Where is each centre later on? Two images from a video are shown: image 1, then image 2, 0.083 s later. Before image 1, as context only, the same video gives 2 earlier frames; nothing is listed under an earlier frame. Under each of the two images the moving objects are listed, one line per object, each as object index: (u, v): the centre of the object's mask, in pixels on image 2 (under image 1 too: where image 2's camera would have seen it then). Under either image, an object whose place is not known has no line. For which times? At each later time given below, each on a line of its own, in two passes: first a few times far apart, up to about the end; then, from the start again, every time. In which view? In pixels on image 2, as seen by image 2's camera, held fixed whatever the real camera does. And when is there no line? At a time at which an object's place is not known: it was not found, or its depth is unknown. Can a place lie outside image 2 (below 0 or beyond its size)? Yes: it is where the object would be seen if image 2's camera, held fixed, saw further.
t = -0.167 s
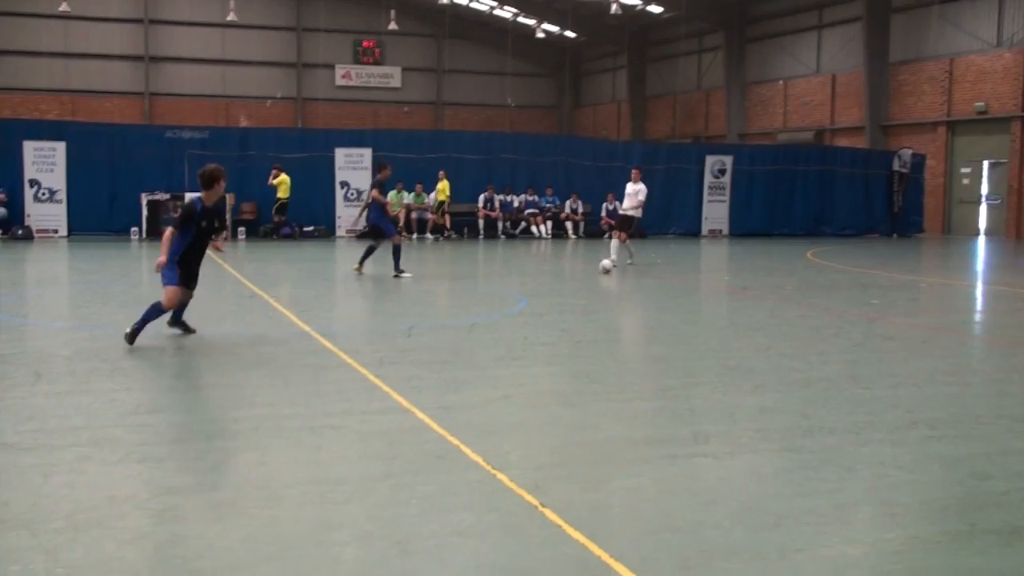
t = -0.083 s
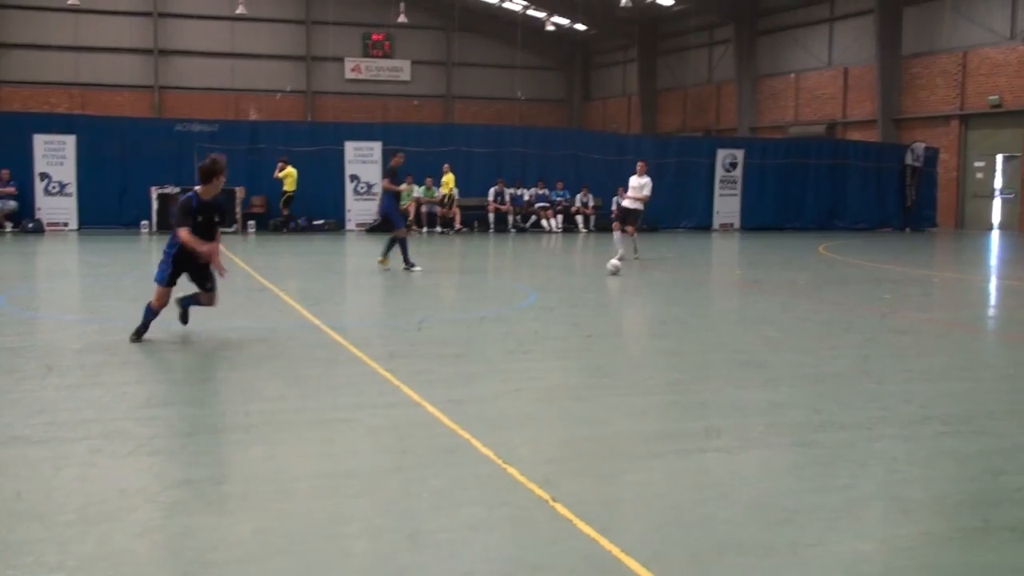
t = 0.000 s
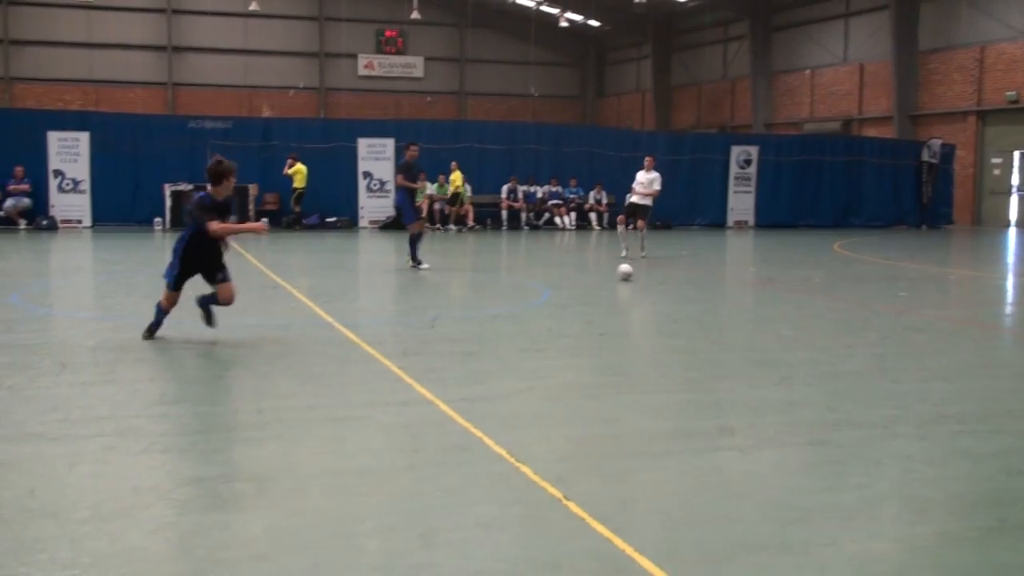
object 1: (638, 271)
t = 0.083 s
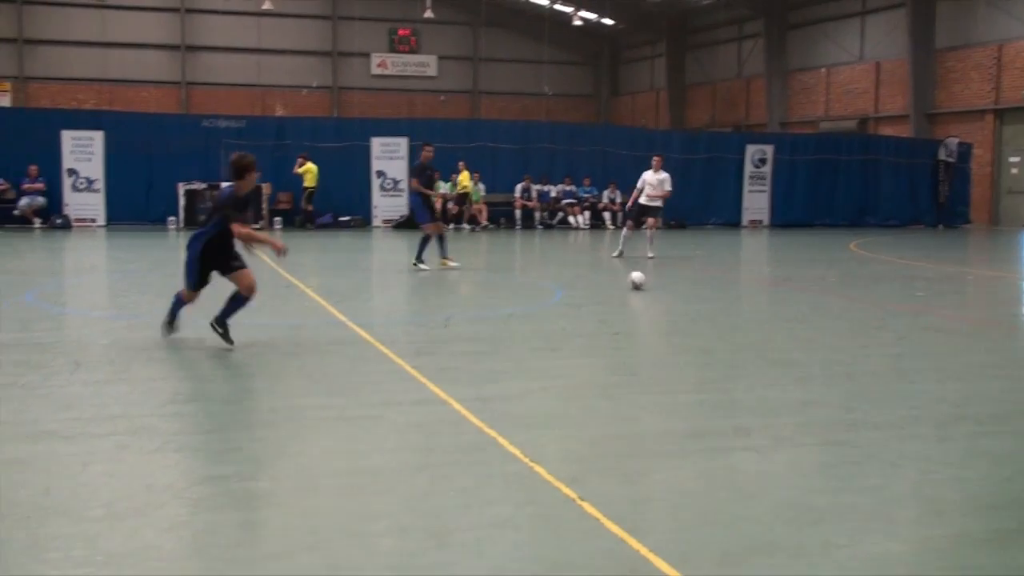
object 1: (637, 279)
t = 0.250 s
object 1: (630, 300)
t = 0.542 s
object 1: (613, 353)
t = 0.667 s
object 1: (605, 385)
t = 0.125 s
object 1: (635, 284)
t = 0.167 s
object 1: (634, 289)
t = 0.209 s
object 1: (632, 294)
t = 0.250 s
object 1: (630, 300)
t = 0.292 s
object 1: (628, 306)
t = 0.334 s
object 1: (626, 313)
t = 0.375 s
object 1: (623, 319)
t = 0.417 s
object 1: (621, 327)
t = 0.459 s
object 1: (619, 334)
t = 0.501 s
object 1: (616, 343)
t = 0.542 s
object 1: (613, 353)
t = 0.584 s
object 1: (611, 361)
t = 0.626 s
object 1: (609, 373)
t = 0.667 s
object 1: (605, 385)
